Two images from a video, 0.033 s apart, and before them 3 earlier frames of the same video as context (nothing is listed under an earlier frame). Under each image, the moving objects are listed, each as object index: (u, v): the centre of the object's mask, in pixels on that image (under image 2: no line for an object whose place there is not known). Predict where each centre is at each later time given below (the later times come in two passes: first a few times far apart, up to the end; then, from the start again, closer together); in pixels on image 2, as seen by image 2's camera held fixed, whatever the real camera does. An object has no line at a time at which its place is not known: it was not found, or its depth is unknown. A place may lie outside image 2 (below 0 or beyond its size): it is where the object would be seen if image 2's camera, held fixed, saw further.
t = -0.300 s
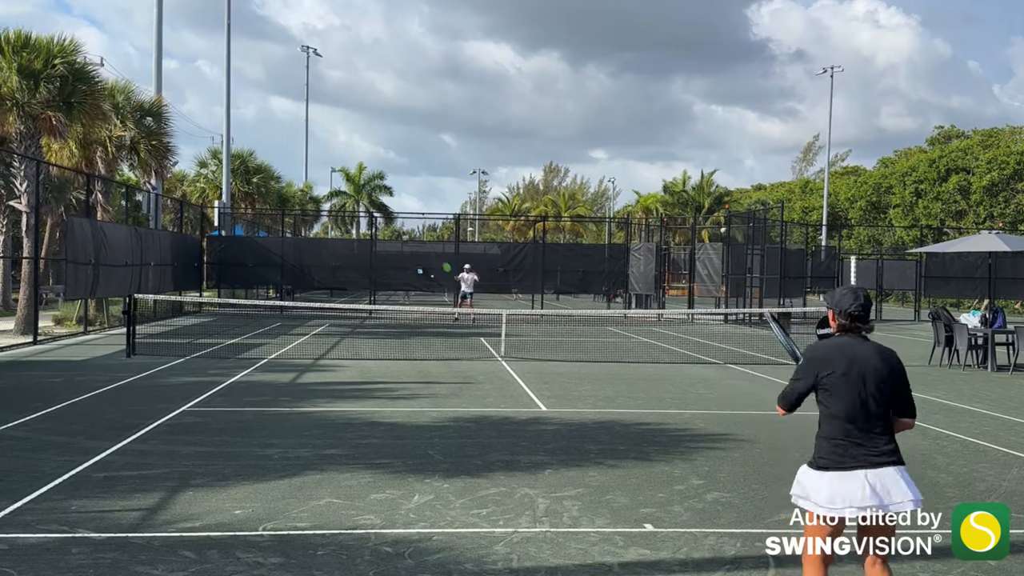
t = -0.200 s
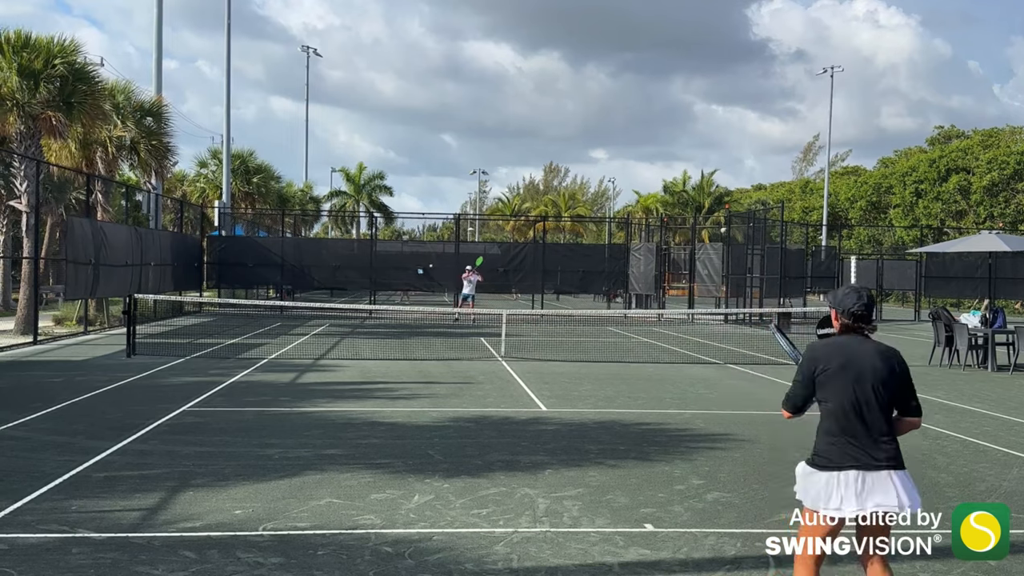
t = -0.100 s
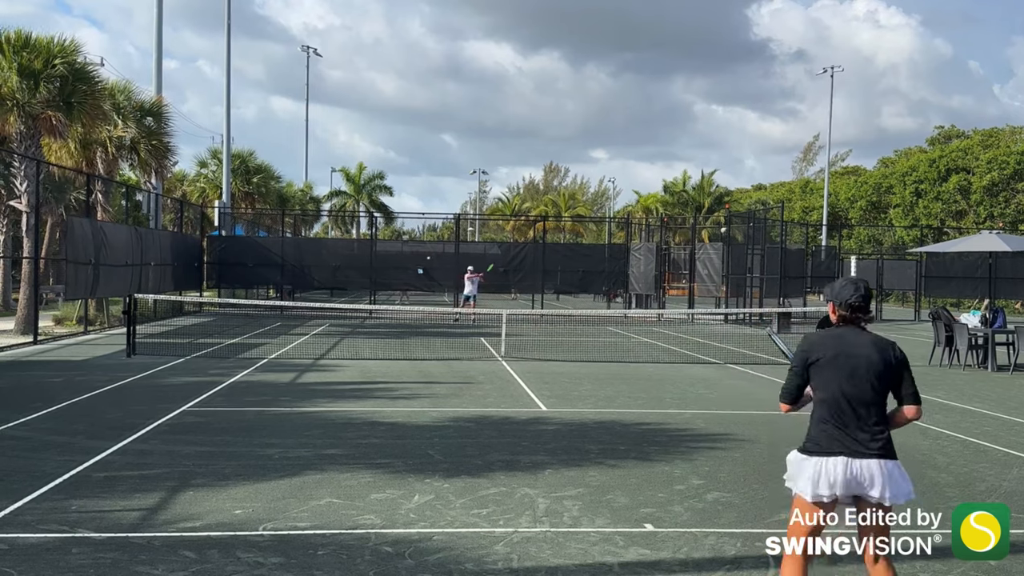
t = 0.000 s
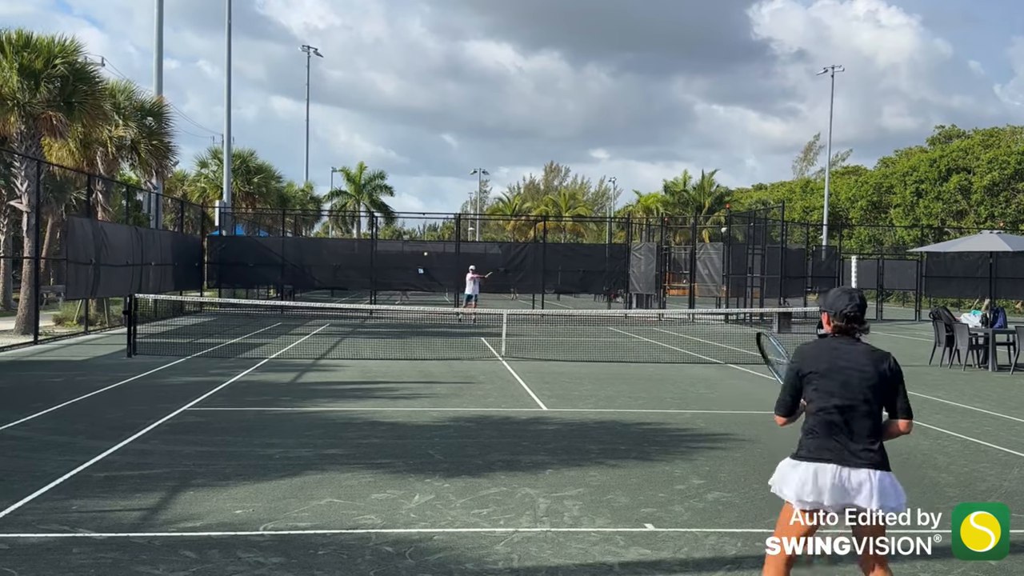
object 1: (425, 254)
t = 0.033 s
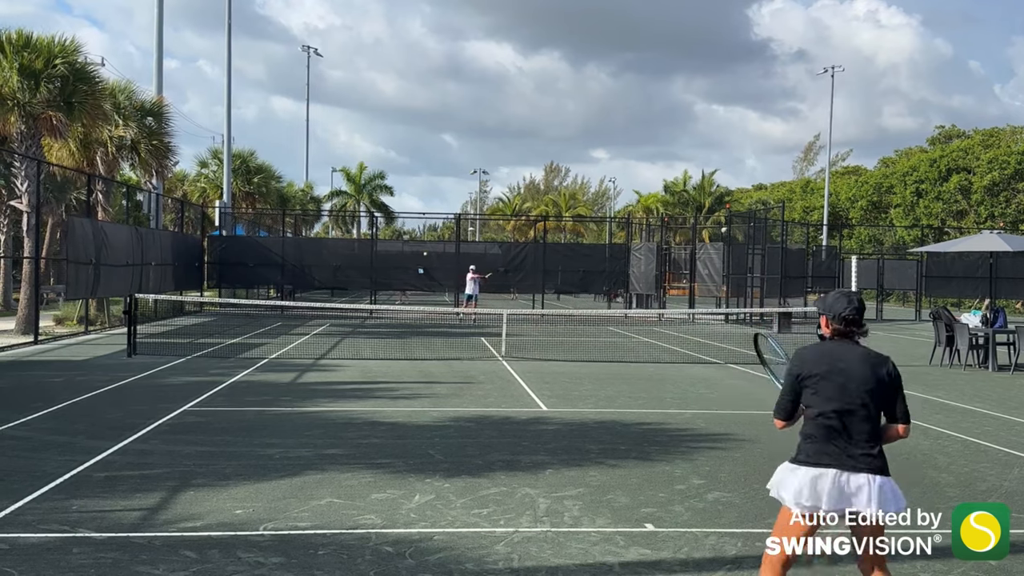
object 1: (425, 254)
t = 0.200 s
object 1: (417, 259)
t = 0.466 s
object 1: (396, 313)
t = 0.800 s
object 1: (358, 374)
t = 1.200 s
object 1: (298, 349)
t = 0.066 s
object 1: (424, 253)
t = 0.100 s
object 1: (422, 254)
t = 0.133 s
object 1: (420, 255)
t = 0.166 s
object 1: (419, 256)
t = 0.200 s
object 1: (417, 259)
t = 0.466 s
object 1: (396, 313)
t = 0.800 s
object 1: (358, 374)
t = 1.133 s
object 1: (314, 336)
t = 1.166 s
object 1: (306, 341)
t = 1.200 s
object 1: (298, 349)
